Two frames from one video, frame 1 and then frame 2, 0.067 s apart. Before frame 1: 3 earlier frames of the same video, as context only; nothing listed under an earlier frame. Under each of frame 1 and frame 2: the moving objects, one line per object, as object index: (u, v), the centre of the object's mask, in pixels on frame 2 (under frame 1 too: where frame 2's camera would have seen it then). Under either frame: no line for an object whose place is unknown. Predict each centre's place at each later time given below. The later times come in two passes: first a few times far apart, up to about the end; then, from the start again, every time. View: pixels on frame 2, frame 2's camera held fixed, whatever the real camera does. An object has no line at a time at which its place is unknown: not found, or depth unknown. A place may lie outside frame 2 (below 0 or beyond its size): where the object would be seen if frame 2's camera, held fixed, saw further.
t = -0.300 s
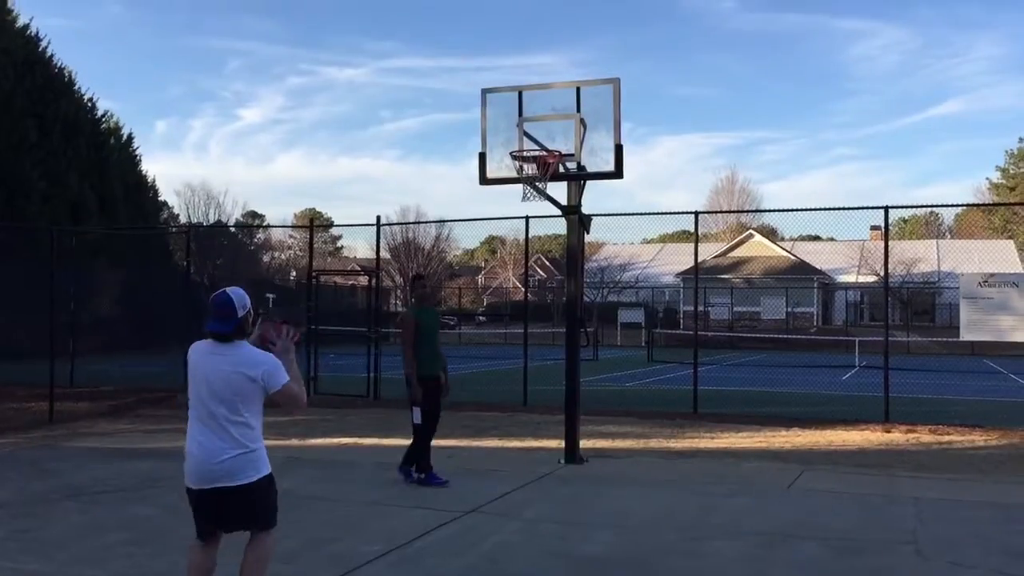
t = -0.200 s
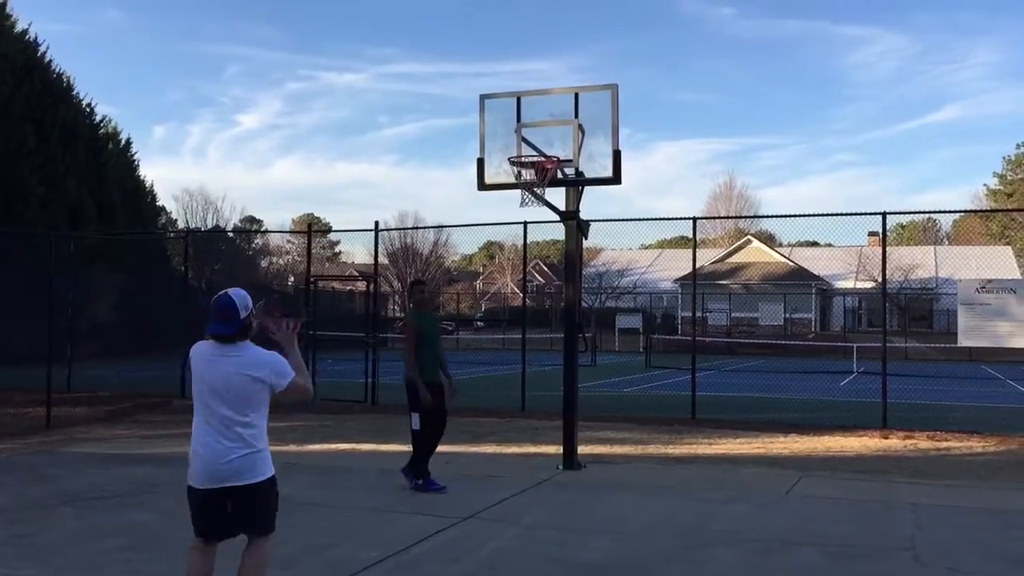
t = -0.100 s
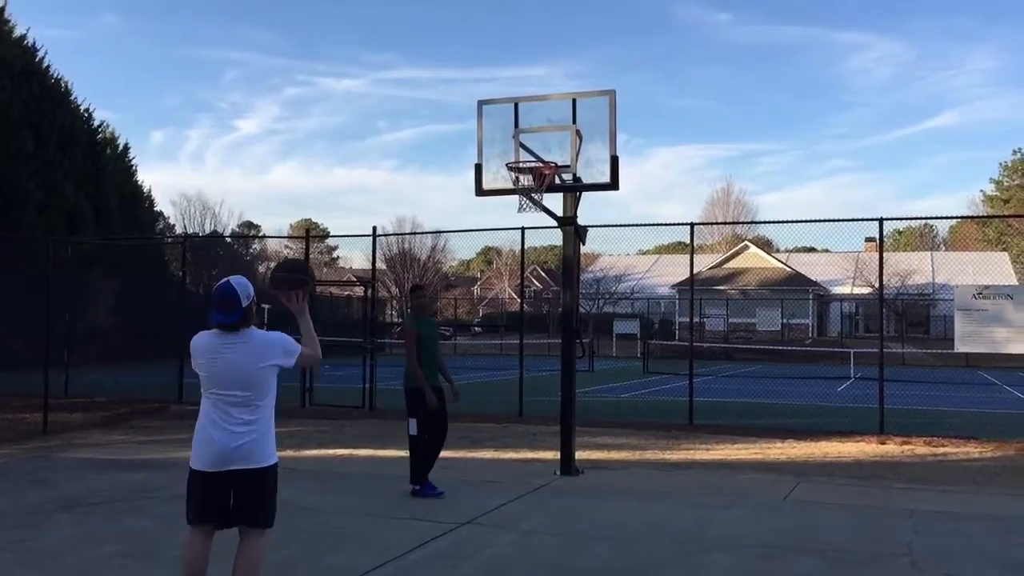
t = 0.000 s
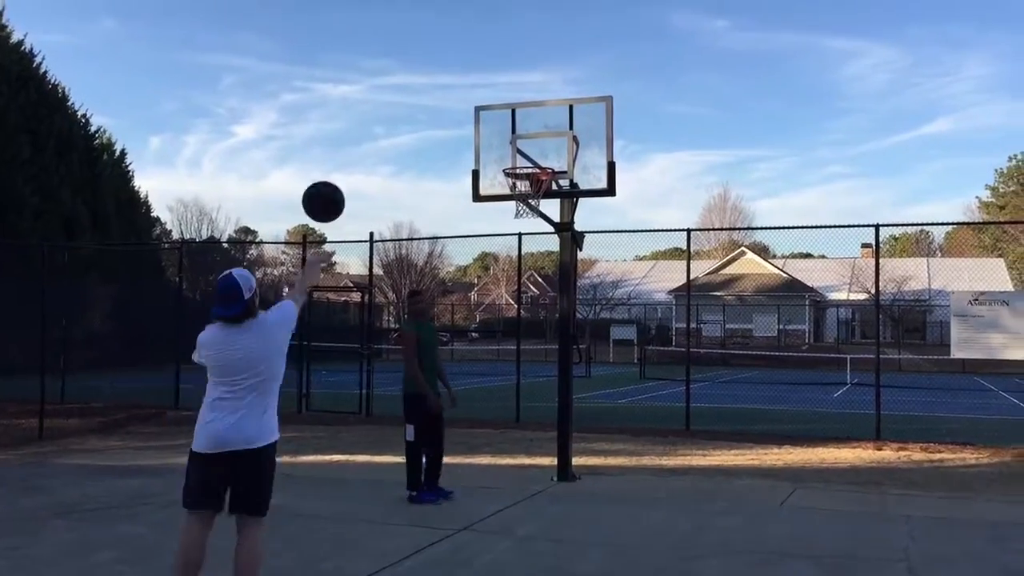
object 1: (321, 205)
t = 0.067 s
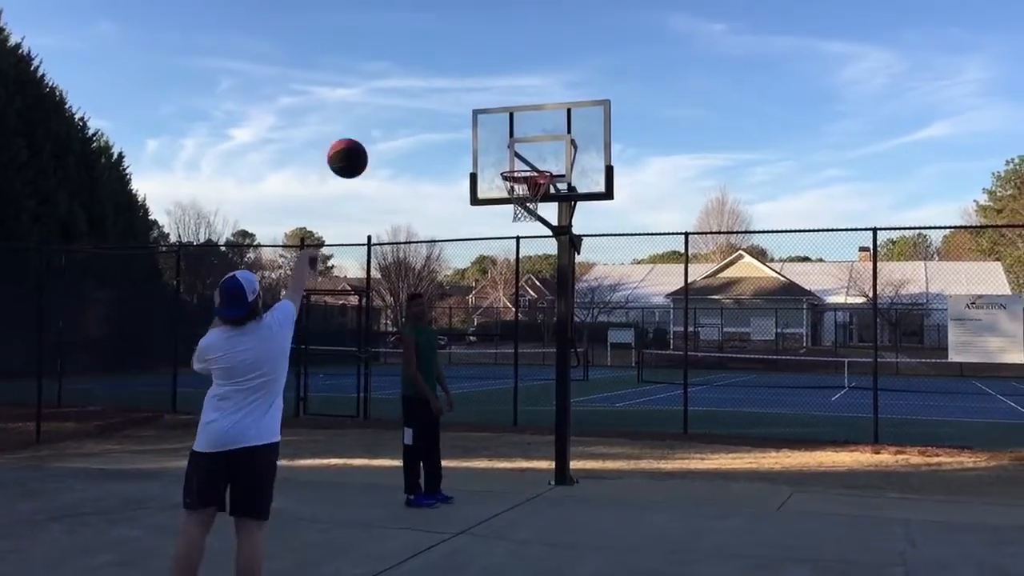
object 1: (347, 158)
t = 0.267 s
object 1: (412, 80)
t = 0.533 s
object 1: (476, 76)
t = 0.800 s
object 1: (522, 149)
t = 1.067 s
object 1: (516, 187)
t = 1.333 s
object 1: (525, 212)
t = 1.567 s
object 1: (535, 274)
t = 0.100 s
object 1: (360, 139)
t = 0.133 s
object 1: (371, 123)
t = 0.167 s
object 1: (382, 109)
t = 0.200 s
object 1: (393, 97)
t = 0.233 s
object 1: (403, 87)
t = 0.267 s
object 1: (412, 80)
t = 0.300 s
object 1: (422, 74)
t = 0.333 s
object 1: (430, 70)
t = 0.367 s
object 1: (439, 67)
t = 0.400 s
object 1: (447, 66)
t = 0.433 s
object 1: (455, 67)
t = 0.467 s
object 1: (462, 69)
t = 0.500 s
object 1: (469, 72)
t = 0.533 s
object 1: (476, 76)
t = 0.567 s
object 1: (483, 82)
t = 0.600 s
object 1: (489, 88)
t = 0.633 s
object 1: (494, 96)
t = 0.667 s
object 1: (500, 105)
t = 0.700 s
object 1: (506, 115)
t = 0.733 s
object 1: (512, 125)
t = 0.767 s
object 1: (517, 137)
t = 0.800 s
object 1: (522, 149)
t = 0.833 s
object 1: (527, 162)
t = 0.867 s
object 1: (532, 173)
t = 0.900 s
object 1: (526, 181)
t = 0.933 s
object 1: (522, 186)
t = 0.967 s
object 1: (518, 188)
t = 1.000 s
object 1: (517, 187)
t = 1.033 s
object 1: (516, 186)
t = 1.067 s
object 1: (516, 187)
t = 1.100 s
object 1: (517, 188)
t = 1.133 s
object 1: (517, 188)
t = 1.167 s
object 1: (519, 191)
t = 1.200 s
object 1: (519, 198)
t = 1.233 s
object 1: (520, 200)
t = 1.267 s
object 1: (522, 204)
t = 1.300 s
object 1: (524, 208)
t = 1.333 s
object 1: (525, 212)
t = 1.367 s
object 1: (526, 218)
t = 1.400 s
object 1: (528, 225)
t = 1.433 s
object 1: (530, 232)
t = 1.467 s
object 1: (531, 241)
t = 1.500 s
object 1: (533, 251)
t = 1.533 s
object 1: (534, 262)
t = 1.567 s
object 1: (535, 274)
